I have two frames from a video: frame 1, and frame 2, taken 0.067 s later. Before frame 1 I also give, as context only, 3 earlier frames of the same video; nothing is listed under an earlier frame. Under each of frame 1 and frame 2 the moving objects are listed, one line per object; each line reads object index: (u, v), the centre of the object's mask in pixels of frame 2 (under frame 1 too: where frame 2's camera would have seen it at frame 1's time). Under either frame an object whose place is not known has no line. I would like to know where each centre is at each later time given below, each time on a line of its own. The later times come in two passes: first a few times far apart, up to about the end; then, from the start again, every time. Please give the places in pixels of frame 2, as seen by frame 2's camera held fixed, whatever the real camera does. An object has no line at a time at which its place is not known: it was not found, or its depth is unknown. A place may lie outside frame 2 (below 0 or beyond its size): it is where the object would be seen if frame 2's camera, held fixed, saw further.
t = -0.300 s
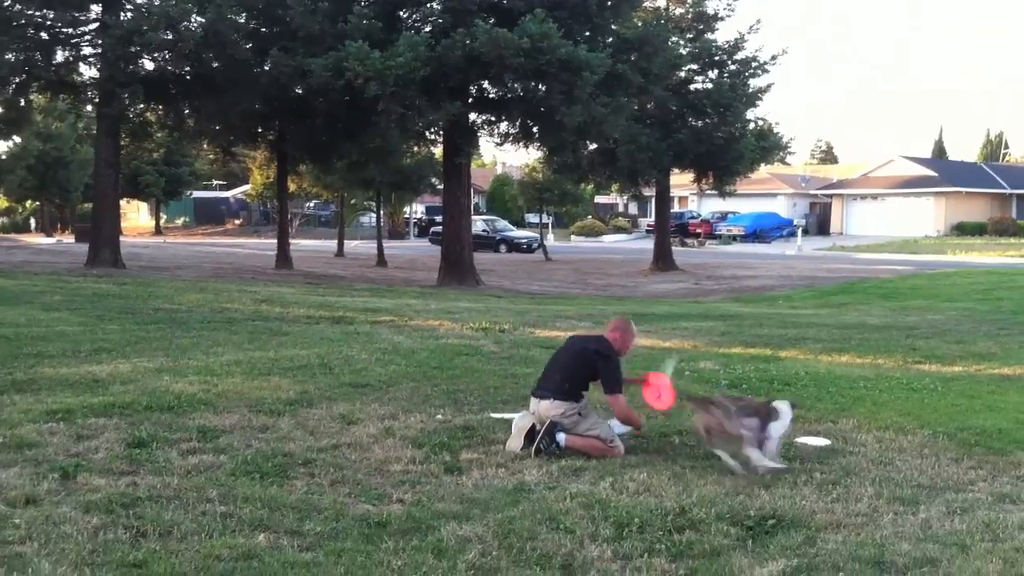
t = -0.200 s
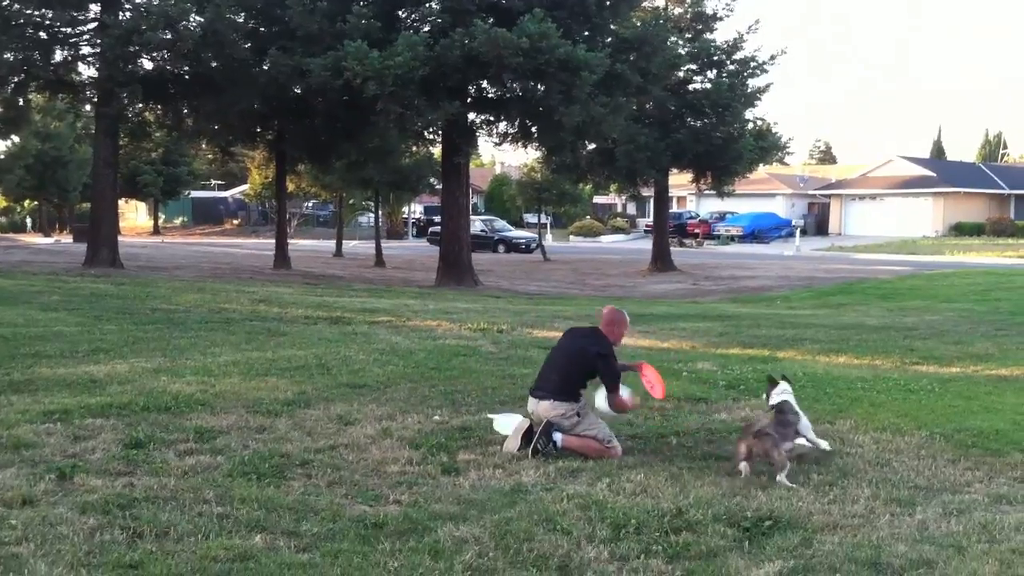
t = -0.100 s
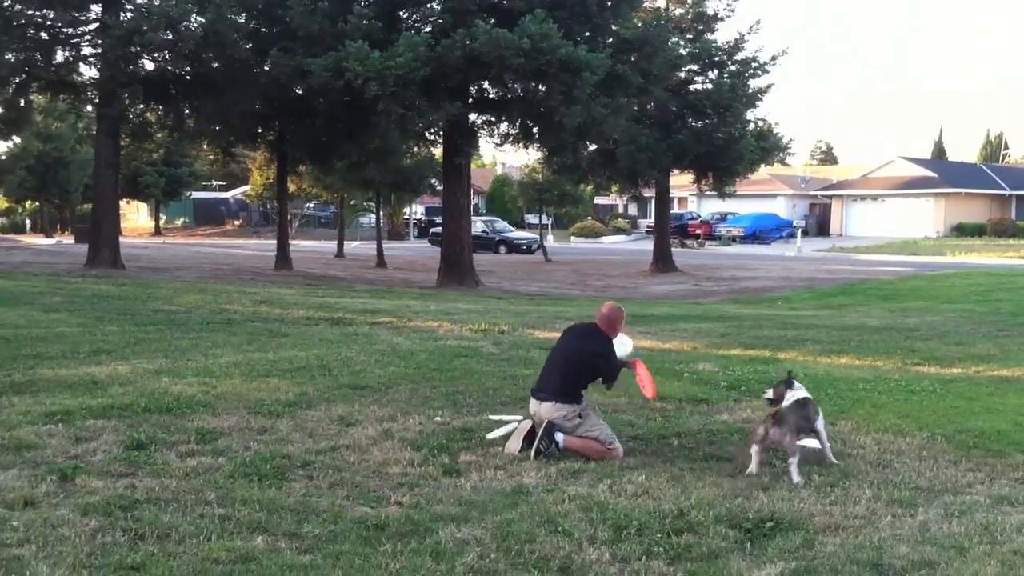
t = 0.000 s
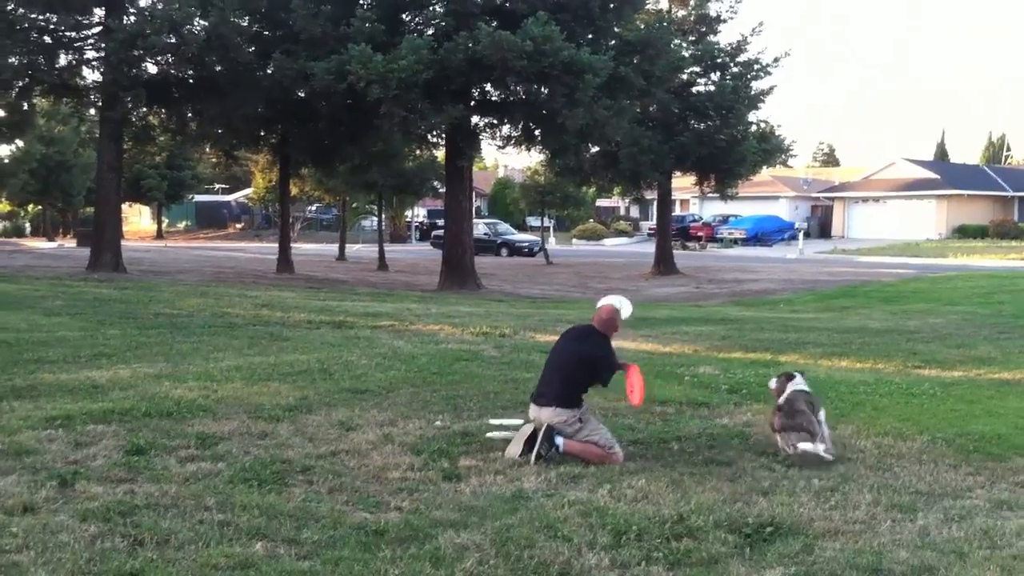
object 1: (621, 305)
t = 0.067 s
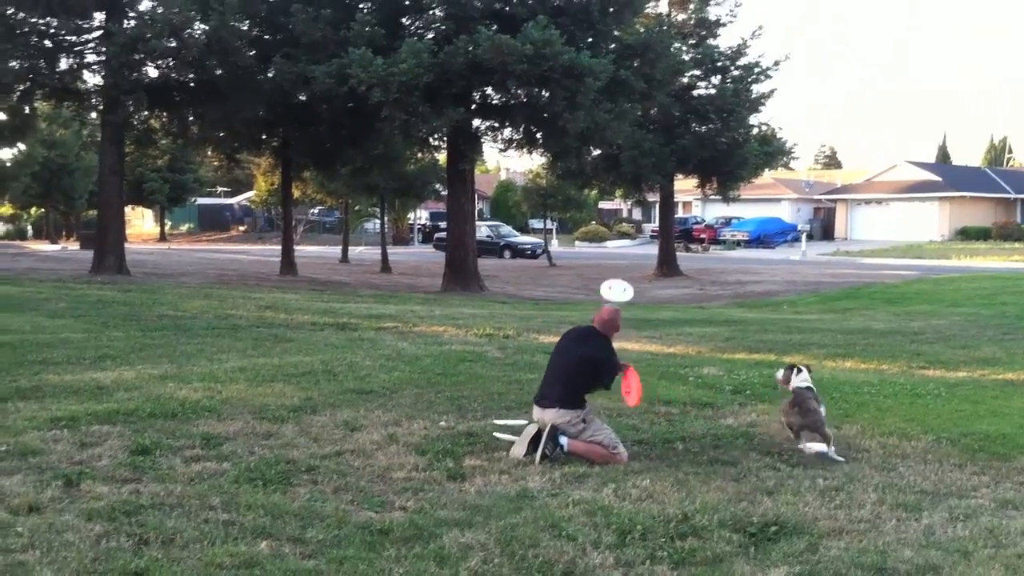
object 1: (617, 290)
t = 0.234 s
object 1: (615, 267)
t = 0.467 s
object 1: (613, 275)
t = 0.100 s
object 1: (616, 283)
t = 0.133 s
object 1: (615, 278)
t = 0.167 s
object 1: (616, 273)
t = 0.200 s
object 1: (615, 269)
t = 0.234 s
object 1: (615, 267)
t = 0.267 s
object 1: (615, 265)
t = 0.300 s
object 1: (614, 265)
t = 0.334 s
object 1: (614, 265)
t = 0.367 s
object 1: (614, 267)
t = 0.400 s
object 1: (614, 269)
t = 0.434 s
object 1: (613, 272)
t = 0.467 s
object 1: (613, 275)
